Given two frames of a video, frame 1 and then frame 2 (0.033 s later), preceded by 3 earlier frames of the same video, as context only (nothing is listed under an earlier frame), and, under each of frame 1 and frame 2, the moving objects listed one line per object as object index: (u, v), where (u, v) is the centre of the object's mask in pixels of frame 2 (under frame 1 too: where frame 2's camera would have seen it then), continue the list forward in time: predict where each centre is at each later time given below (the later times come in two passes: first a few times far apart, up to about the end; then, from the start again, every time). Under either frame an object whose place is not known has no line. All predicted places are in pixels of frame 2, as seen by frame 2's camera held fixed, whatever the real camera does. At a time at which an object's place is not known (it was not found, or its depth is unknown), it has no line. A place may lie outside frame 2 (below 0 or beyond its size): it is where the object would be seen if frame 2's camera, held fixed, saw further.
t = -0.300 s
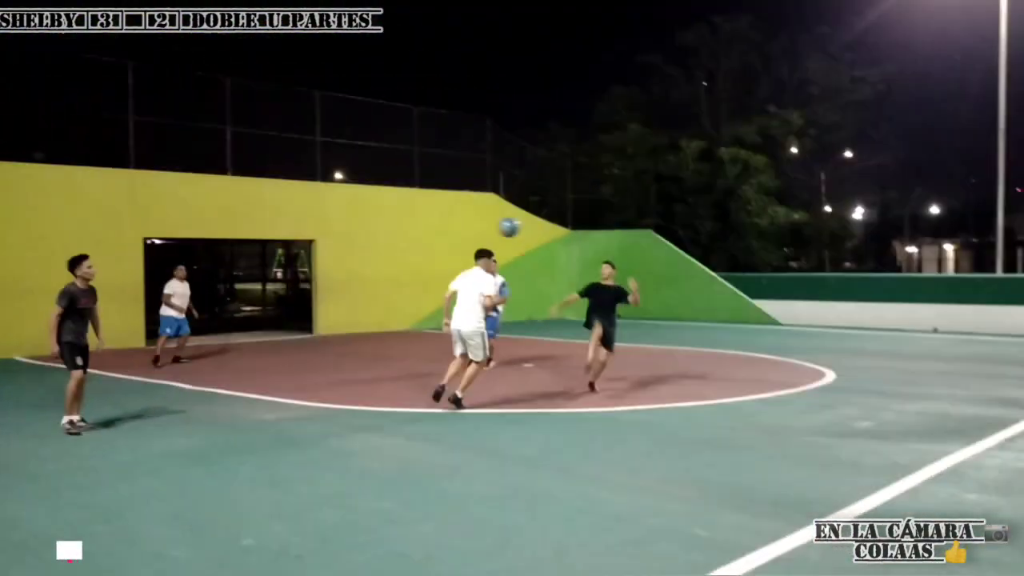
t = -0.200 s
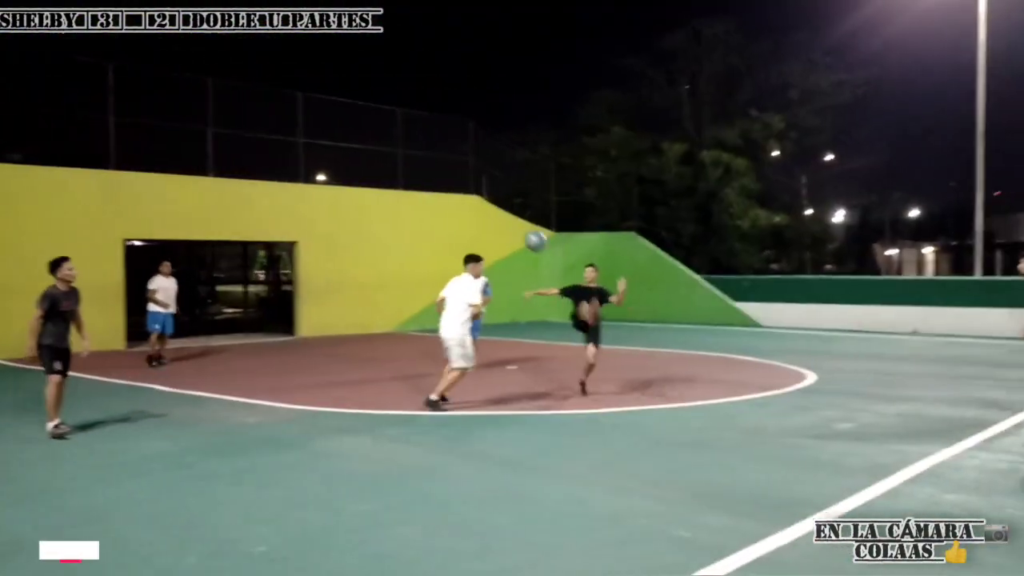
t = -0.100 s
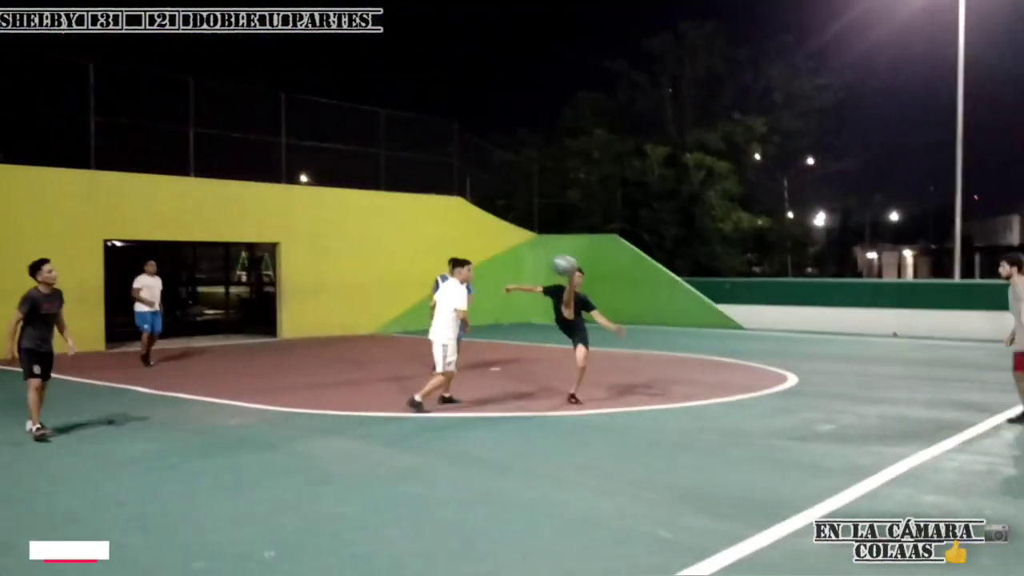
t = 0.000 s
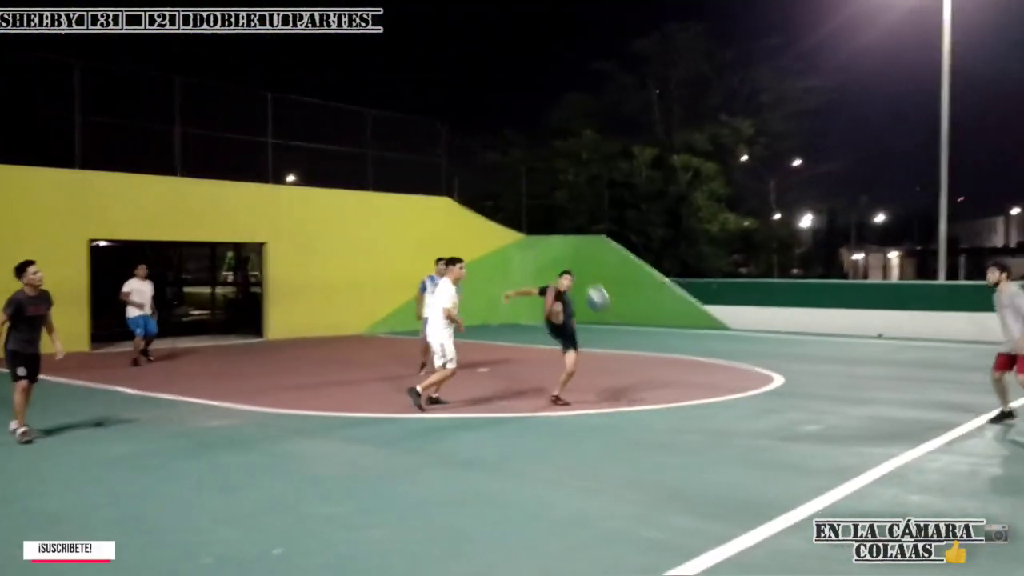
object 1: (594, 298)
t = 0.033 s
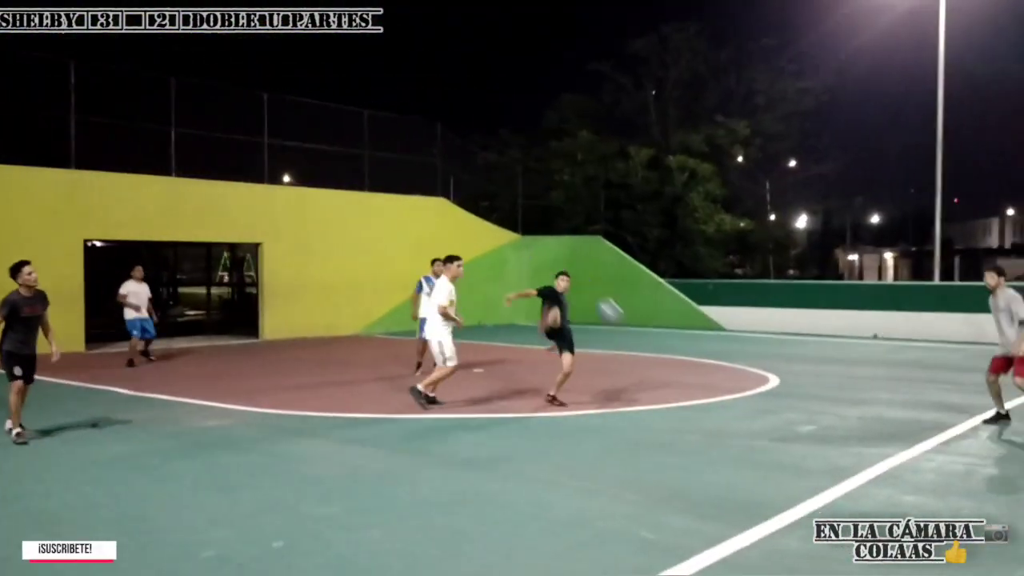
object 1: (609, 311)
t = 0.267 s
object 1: (724, 406)
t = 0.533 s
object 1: (872, 321)
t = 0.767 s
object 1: (1016, 306)
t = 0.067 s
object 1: (626, 327)
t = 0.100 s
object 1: (642, 343)
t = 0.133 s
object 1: (658, 362)
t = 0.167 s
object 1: (675, 381)
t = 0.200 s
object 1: (692, 403)
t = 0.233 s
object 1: (707, 420)
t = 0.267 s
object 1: (724, 406)
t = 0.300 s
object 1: (741, 393)
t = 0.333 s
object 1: (759, 378)
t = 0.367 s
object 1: (780, 366)
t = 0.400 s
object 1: (795, 355)
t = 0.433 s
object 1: (814, 345)
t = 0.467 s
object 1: (833, 335)
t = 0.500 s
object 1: (853, 328)
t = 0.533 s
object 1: (872, 321)
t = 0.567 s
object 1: (892, 315)
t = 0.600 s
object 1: (913, 311)
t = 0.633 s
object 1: (932, 308)
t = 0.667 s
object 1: (952, 305)
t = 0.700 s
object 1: (974, 304)
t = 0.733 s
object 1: (995, 306)
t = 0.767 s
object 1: (1016, 306)
